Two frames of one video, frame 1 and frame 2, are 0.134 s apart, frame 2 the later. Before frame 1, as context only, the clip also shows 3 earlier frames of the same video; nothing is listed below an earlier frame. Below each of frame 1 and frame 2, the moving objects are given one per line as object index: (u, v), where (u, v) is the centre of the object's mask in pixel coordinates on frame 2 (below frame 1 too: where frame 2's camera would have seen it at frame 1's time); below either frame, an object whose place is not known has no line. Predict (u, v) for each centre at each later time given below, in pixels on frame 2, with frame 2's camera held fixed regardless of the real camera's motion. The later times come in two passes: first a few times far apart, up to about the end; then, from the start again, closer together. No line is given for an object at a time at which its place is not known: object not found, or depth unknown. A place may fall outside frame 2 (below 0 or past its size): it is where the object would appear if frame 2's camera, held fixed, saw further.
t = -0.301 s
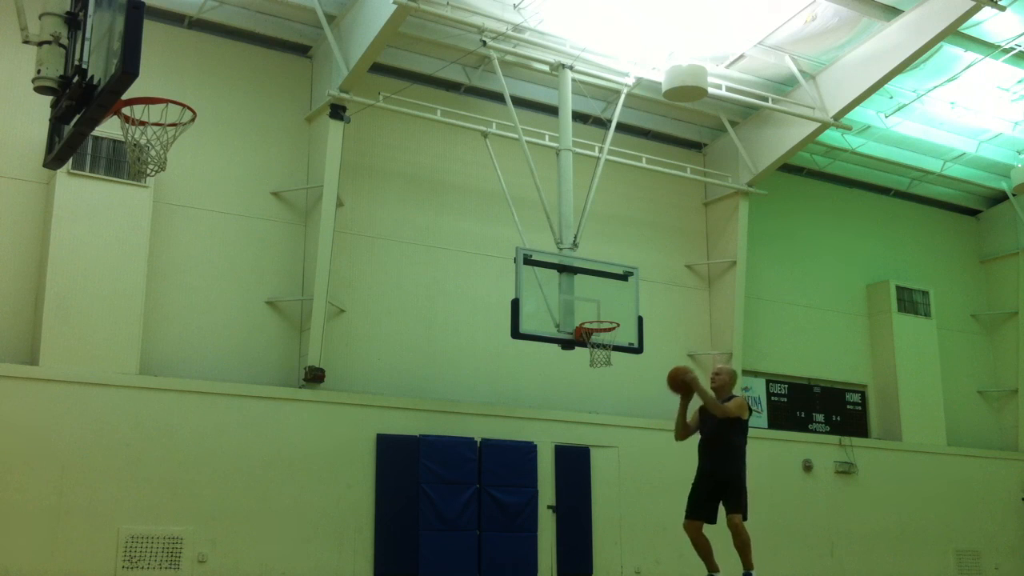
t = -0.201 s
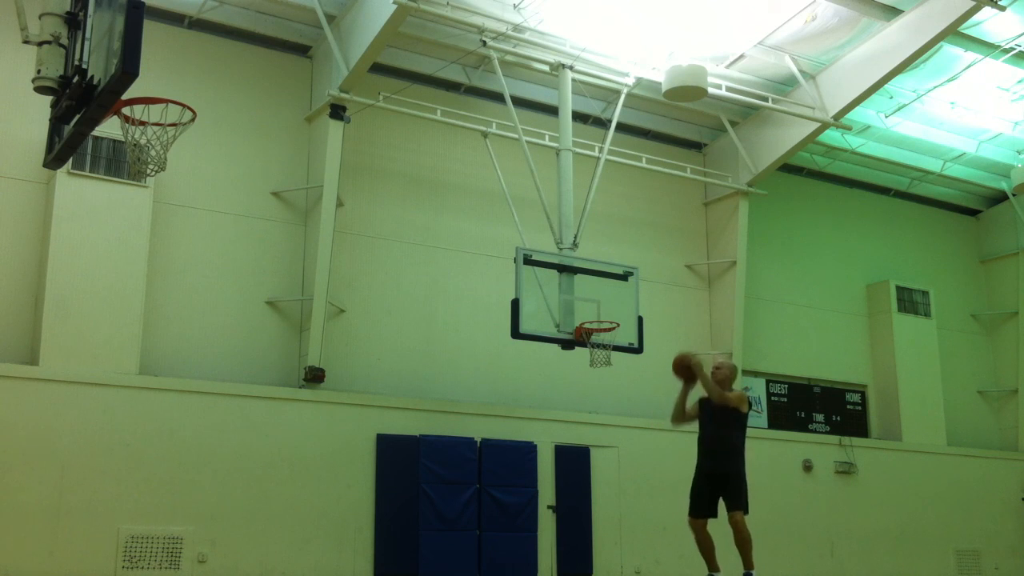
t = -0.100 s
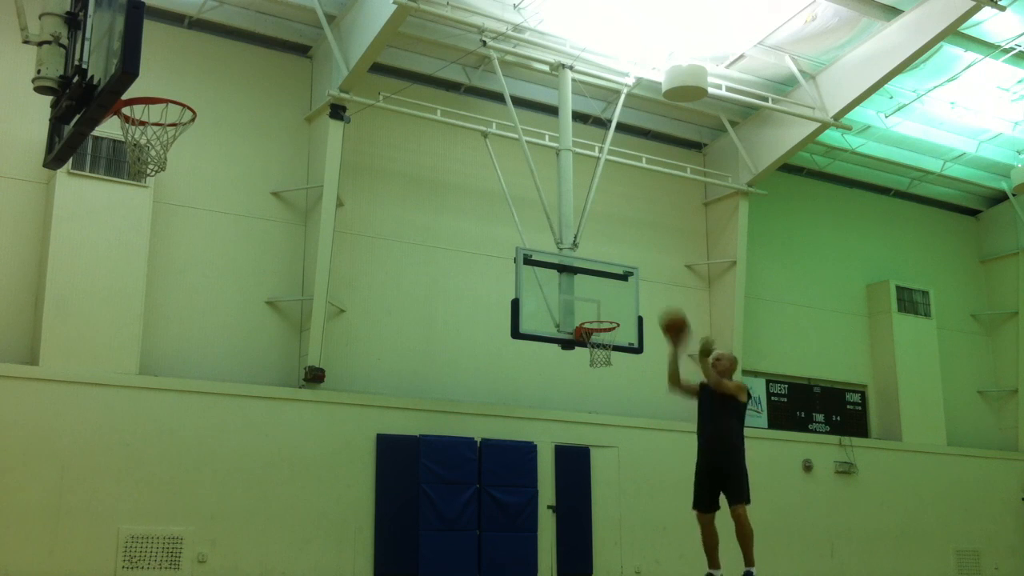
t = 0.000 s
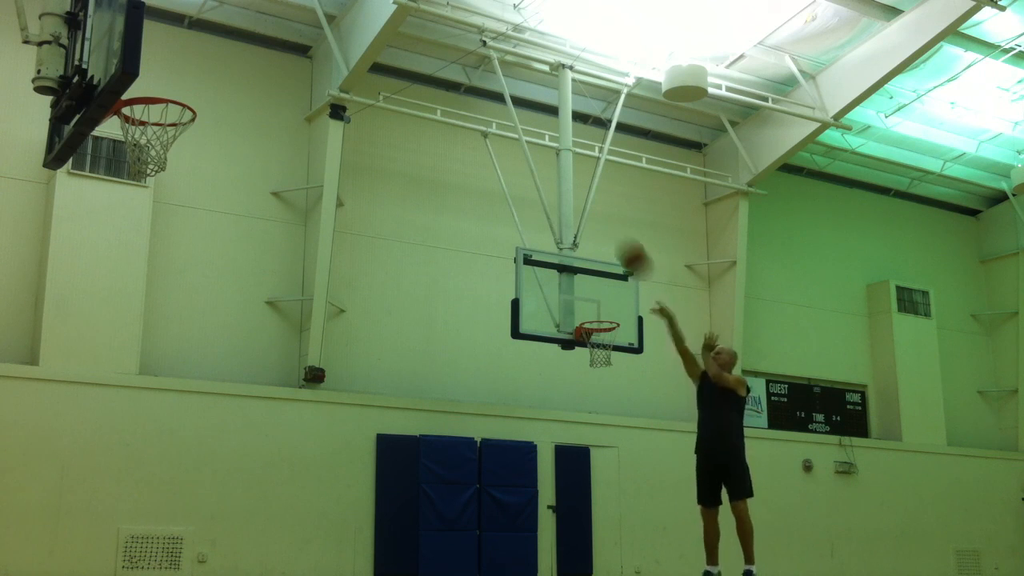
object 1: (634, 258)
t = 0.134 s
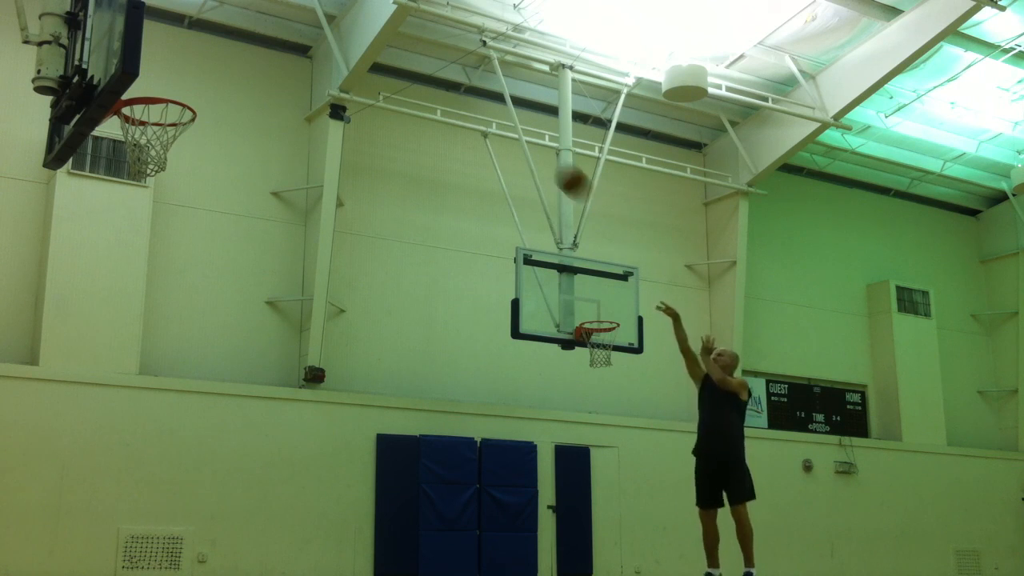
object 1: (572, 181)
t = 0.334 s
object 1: (476, 98)
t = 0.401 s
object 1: (447, 80)
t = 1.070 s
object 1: (141, 180)
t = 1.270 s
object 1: (159, 295)
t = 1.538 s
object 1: (178, 564)
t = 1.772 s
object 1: (249, 414)
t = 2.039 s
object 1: (318, 343)
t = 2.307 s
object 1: (378, 378)
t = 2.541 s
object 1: (428, 493)
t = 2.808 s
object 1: (479, 496)
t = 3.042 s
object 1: (521, 450)
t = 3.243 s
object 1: (557, 470)
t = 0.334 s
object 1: (476, 98)
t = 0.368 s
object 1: (463, 88)
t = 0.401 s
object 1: (447, 80)
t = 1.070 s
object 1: (141, 180)
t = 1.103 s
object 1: (145, 196)
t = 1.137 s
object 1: (148, 212)
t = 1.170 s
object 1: (151, 229)
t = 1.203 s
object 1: (154, 250)
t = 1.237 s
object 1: (156, 272)
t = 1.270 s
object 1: (159, 295)
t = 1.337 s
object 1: (164, 355)
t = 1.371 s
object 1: (166, 385)
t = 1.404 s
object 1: (168, 419)
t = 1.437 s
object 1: (170, 456)
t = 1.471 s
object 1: (172, 498)
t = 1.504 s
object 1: (173, 537)
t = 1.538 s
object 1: (178, 564)
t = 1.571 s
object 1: (189, 542)
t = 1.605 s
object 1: (200, 516)
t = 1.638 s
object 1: (210, 492)
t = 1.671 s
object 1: (220, 469)
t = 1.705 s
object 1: (230, 449)
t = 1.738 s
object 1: (240, 431)
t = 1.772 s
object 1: (249, 414)
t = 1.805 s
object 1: (259, 398)
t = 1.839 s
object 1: (268, 385)
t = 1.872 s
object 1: (277, 374)
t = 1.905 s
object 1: (286, 364)
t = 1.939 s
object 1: (294, 356)
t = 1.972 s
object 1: (302, 350)
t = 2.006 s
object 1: (310, 346)
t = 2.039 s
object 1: (318, 343)
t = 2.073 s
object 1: (327, 342)
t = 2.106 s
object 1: (334, 342)
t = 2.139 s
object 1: (342, 344)
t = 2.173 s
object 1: (349, 348)
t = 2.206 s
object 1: (357, 353)
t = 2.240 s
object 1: (364, 360)
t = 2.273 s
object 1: (371, 368)
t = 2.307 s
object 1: (378, 378)
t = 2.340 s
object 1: (386, 390)
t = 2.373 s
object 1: (392, 402)
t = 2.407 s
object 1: (399, 417)
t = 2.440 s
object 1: (407, 435)
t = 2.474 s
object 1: (414, 453)
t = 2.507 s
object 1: (421, 471)
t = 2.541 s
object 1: (428, 493)
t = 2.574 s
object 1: (435, 518)
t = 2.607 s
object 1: (441, 543)
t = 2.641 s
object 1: (449, 565)
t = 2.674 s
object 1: (454, 557)
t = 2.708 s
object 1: (461, 540)
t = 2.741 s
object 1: (468, 523)
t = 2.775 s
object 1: (473, 509)
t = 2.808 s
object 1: (479, 496)
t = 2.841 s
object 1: (486, 484)
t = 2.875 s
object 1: (493, 473)
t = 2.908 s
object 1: (498, 467)
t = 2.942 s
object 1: (504, 460)
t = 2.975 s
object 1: (509, 455)
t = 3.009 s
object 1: (515, 452)
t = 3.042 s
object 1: (521, 450)
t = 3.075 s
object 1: (528, 449)
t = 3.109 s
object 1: (533, 450)
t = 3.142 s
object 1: (539, 453)
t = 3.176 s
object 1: (545, 457)
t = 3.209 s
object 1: (551, 463)
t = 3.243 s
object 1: (557, 470)
